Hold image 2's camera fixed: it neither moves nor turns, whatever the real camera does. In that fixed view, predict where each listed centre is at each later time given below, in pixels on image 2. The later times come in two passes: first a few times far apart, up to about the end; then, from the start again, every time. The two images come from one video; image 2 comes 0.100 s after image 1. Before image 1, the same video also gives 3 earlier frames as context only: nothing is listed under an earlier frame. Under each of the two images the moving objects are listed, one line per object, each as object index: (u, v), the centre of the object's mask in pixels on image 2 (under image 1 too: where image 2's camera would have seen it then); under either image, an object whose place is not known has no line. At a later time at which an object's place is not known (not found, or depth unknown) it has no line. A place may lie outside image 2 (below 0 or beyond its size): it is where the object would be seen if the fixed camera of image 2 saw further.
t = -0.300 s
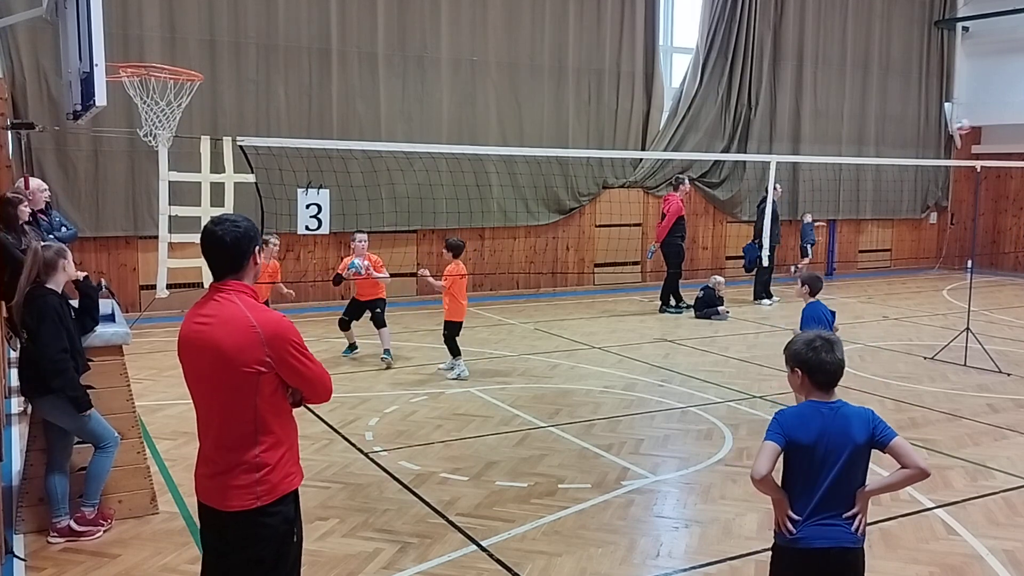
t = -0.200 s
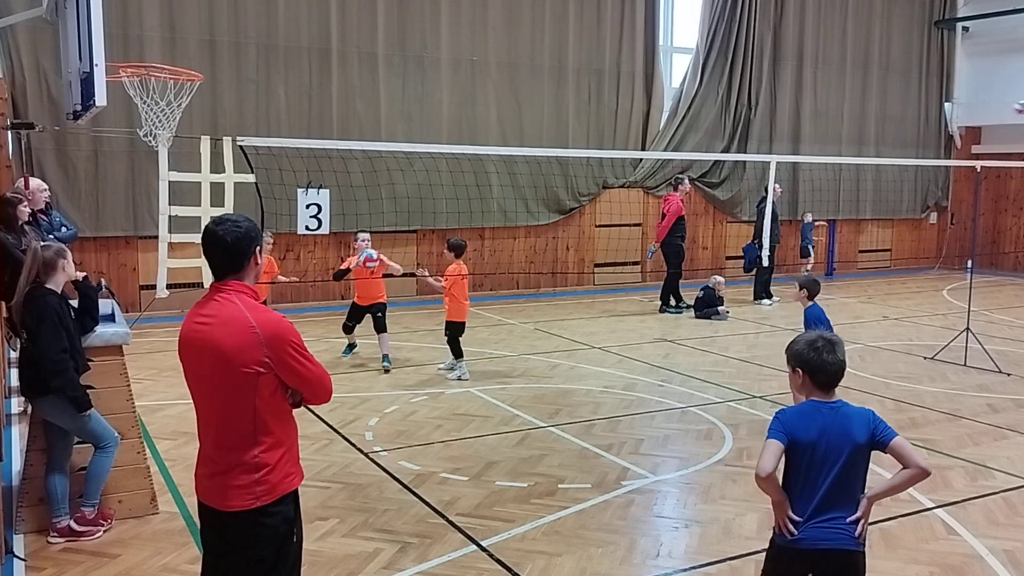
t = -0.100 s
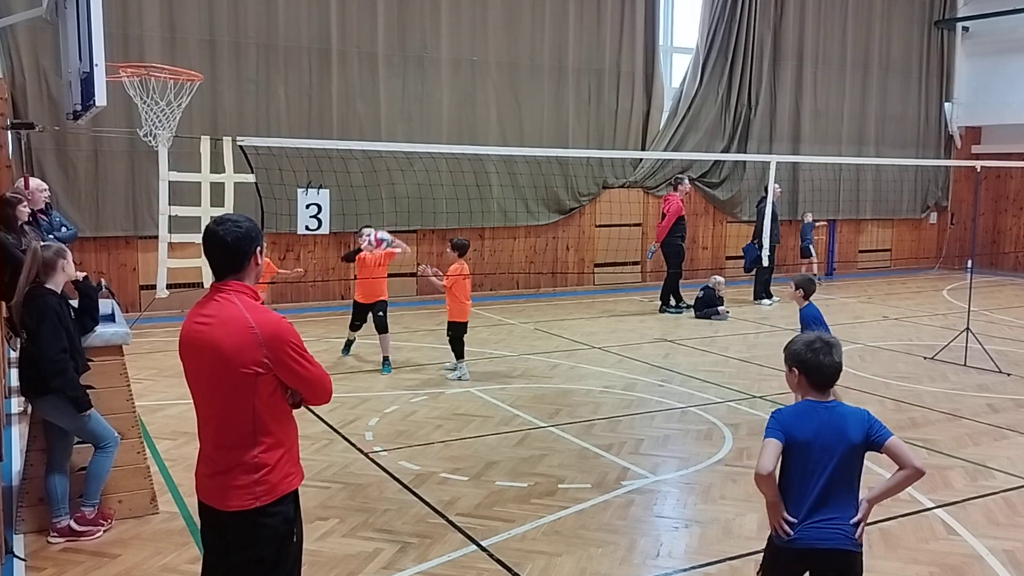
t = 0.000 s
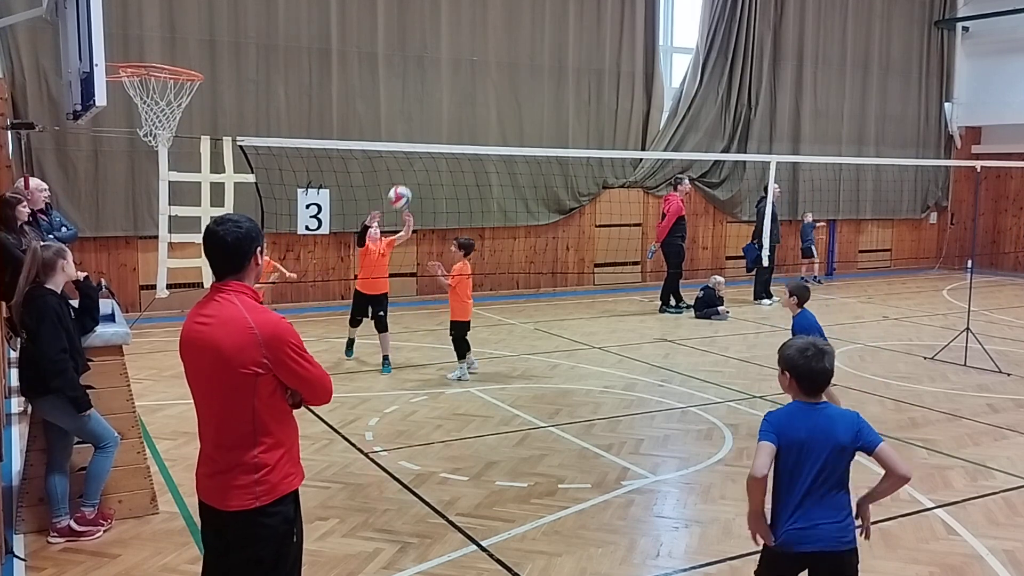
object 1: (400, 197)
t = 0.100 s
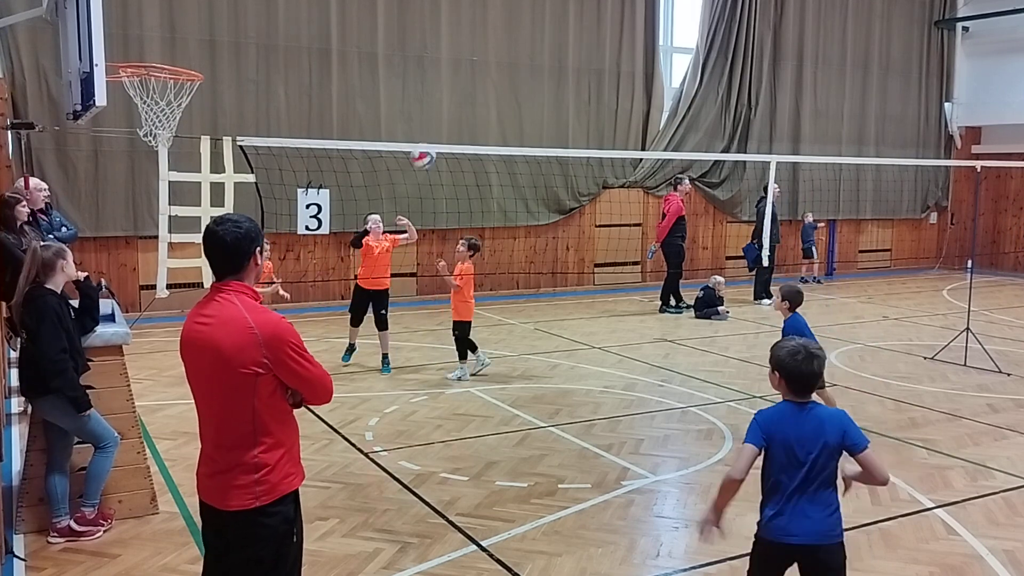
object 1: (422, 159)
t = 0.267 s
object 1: (466, 103)
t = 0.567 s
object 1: (561, 84)
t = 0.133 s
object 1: (431, 138)
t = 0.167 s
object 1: (440, 131)
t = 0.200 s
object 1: (448, 121)
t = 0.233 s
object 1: (457, 112)
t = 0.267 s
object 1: (466, 103)
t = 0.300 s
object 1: (475, 96)
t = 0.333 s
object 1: (485, 90)
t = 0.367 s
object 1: (494, 85)
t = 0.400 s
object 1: (505, 81)
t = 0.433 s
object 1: (515, 78)
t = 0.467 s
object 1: (526, 78)
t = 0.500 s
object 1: (537, 78)
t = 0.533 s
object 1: (549, 80)
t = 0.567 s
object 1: (561, 84)
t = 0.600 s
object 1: (573, 90)
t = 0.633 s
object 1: (586, 97)
